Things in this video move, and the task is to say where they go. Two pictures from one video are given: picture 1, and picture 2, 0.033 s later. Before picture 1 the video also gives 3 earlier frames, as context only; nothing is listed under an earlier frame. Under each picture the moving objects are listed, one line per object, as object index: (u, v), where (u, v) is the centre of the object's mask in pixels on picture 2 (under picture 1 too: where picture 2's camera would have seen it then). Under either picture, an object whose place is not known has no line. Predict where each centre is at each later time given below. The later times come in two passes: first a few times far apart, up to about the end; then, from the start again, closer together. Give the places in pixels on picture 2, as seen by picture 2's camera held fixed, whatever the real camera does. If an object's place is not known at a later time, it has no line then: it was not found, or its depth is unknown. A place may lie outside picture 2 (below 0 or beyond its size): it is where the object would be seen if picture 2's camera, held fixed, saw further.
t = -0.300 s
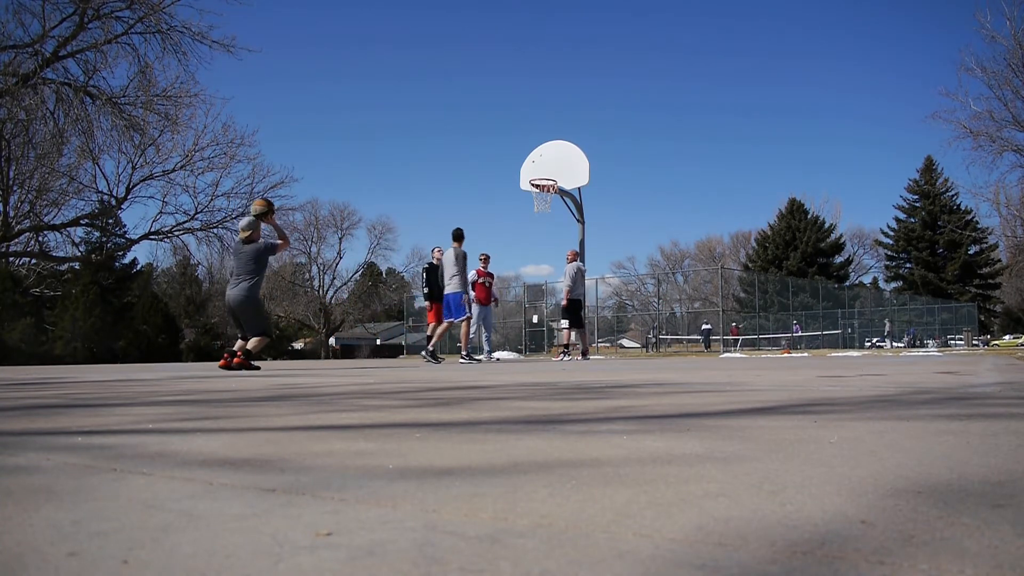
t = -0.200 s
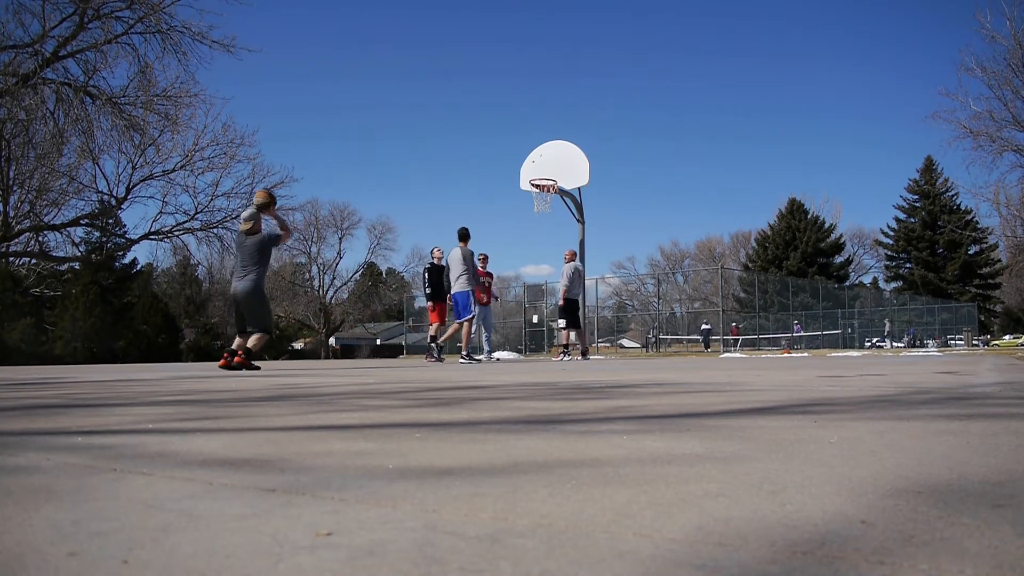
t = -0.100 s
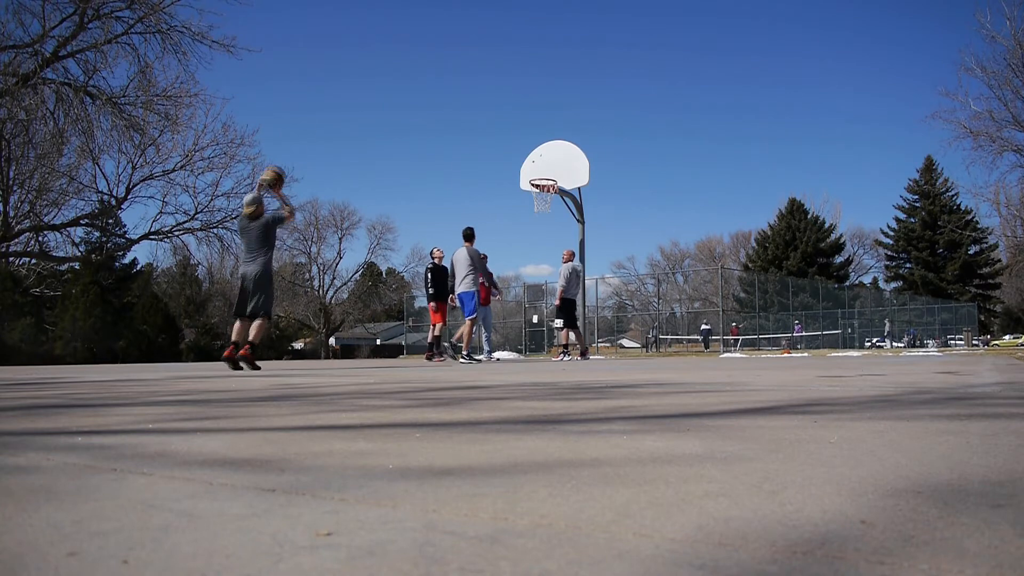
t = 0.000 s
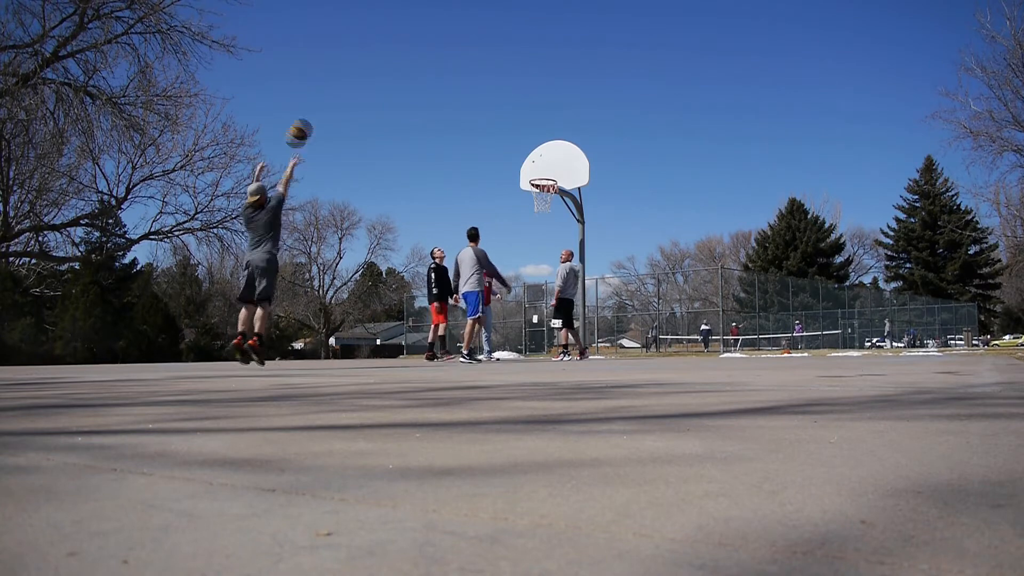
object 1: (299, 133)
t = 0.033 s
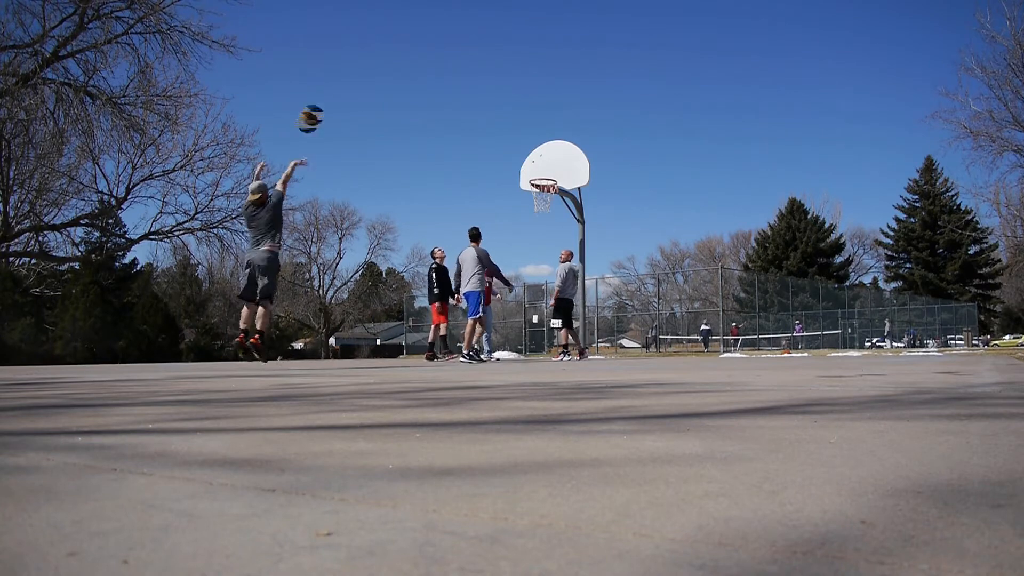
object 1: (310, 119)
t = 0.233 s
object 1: (368, 57)
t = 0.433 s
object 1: (415, 34)
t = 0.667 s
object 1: (460, 44)
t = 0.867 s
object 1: (494, 76)
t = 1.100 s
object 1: (527, 138)
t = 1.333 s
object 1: (544, 206)
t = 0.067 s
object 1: (320, 105)
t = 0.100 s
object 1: (331, 93)
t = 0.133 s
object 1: (341, 82)
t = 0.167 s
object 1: (350, 72)
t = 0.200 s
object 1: (359, 64)
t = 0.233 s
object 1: (368, 57)
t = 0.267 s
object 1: (376, 51)
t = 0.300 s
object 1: (385, 46)
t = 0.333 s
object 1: (393, 41)
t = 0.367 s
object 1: (400, 38)
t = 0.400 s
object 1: (408, 36)
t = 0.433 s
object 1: (415, 34)
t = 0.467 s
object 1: (423, 34)
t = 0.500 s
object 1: (429, 33)
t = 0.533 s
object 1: (436, 34)
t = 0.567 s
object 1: (442, 35)
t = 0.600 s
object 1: (449, 38)
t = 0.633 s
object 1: (455, 40)
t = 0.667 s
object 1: (460, 44)
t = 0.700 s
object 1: (467, 48)
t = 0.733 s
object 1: (473, 52)
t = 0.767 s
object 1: (478, 57)
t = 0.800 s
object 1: (483, 63)
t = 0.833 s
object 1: (489, 69)
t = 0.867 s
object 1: (494, 76)
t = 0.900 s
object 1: (499, 84)
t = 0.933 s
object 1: (504, 92)
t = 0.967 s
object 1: (509, 100)
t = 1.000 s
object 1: (514, 109)
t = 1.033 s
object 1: (518, 118)
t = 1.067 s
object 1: (523, 128)
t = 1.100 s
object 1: (527, 138)
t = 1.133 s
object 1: (531, 149)
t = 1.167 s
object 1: (536, 160)
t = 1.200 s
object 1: (540, 171)
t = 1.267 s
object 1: (545, 190)
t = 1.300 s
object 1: (546, 200)
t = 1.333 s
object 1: (544, 206)
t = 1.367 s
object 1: (545, 214)
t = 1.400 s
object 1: (545, 222)
